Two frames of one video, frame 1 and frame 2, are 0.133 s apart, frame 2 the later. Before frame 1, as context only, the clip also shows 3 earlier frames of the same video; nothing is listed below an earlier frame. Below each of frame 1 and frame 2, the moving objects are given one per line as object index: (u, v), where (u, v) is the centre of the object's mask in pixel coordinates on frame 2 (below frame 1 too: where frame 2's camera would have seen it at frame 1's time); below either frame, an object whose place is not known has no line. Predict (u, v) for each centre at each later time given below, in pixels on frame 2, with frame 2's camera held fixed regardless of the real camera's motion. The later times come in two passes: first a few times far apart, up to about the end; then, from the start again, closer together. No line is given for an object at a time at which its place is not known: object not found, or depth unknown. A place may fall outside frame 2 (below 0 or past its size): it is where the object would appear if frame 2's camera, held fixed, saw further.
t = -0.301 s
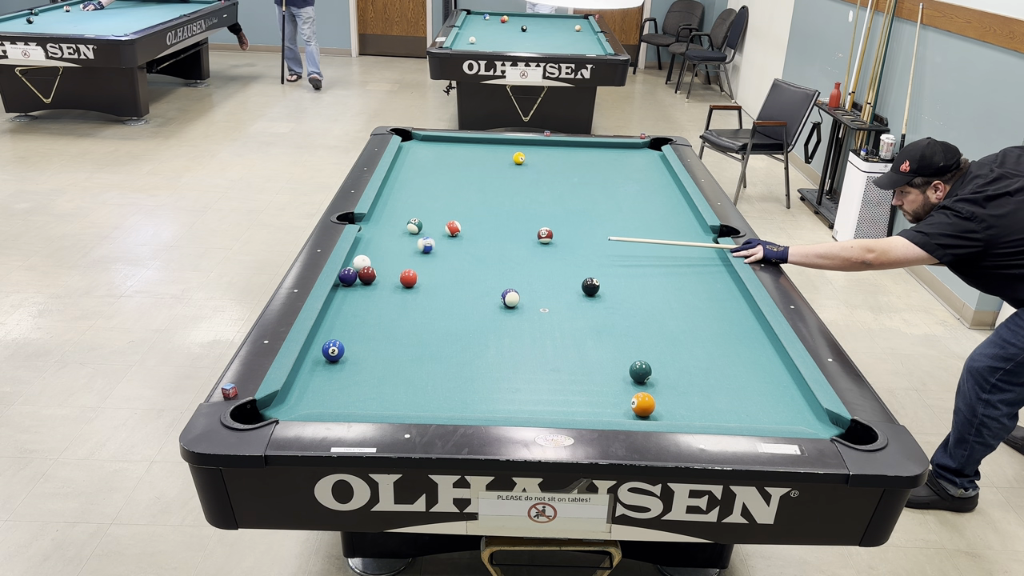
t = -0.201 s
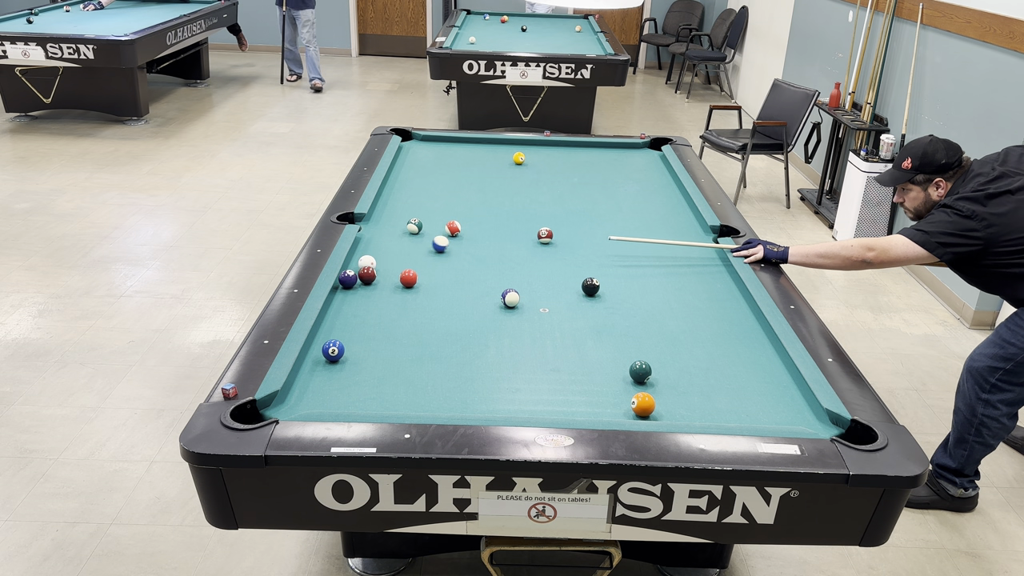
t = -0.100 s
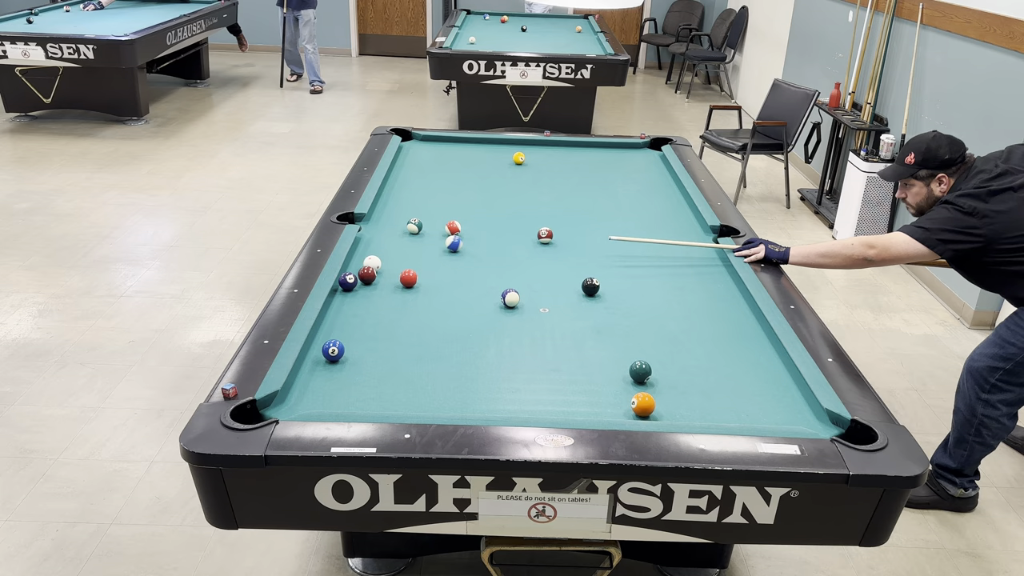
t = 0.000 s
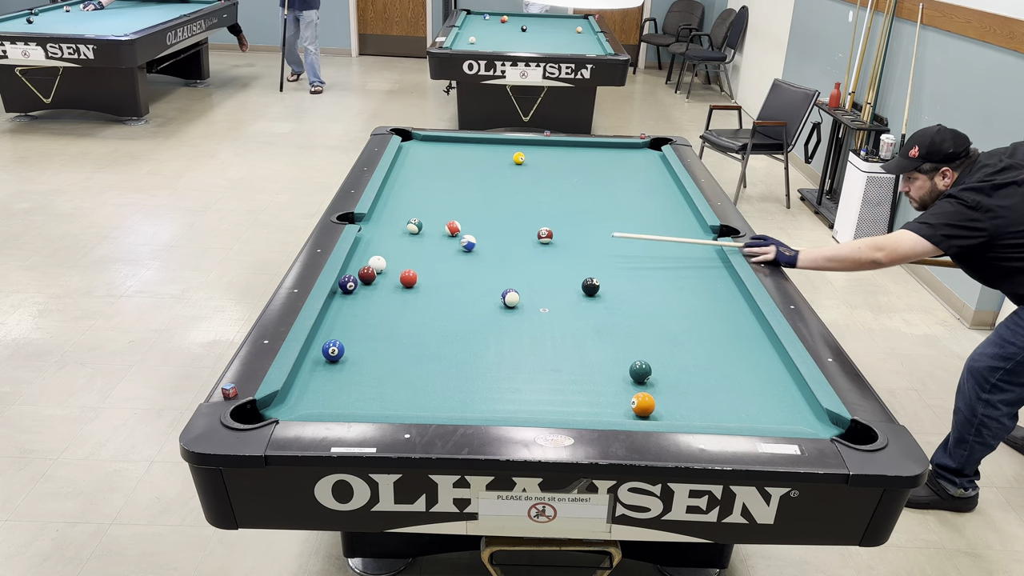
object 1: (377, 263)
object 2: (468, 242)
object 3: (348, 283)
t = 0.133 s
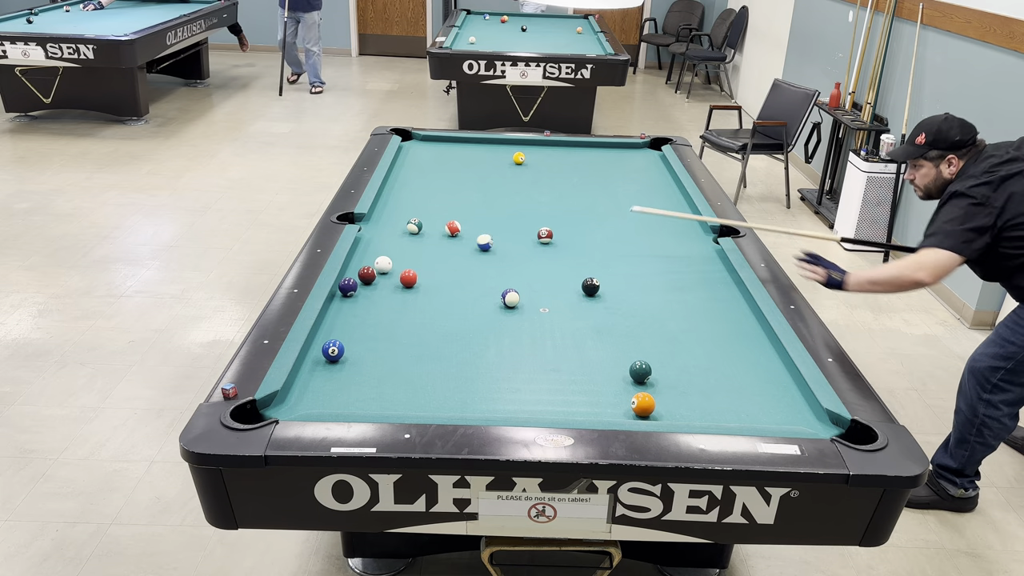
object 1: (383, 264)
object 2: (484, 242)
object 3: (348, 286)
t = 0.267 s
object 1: (389, 264)
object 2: (502, 242)
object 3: (348, 289)
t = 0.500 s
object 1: (398, 264)
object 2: (529, 240)
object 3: (347, 293)
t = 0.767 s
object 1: (407, 264)
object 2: (556, 242)
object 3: (347, 298)
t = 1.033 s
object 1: (414, 264)
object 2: (580, 245)
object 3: (348, 301)
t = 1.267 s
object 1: (419, 265)
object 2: (600, 247)
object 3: (349, 304)
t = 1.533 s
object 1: (423, 265)
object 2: (621, 249)
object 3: (349, 306)
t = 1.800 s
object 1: (426, 264)
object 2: (640, 251)
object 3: (349, 307)
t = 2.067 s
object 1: (426, 264)
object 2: (658, 253)
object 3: (348, 307)
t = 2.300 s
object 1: (426, 264)
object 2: (673, 255)
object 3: (348, 307)
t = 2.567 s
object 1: (426, 264)
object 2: (688, 257)
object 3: (348, 307)
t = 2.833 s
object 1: (426, 265)
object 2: (701, 258)
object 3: (348, 307)
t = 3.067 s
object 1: (426, 264)
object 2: (712, 259)
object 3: (348, 307)
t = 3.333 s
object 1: (426, 264)
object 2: (721, 260)
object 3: (348, 307)
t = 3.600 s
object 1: (426, 265)
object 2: (716, 261)
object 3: (348, 307)
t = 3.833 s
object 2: (714, 261)
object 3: (348, 307)
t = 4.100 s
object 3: (348, 307)
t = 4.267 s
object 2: (713, 261)
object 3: (348, 307)
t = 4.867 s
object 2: (713, 262)
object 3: (348, 307)
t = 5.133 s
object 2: (713, 262)
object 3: (348, 307)
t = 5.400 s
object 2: (713, 262)
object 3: (348, 307)
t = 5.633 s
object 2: (713, 262)
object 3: (348, 307)
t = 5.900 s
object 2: (713, 262)
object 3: (348, 307)
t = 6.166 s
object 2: (713, 262)
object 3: (348, 307)
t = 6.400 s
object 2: (713, 262)
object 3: (348, 307)
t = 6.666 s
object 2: (713, 262)
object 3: (348, 307)
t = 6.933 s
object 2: (713, 262)
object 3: (348, 307)
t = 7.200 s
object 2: (713, 262)
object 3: (348, 307)
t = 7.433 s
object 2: (713, 262)
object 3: (348, 307)
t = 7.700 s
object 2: (713, 262)
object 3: (348, 307)
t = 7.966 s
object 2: (713, 261)
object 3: (348, 307)
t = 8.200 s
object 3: (348, 307)
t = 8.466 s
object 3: (348, 307)
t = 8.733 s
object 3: (348, 307)
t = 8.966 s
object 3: (348, 307)
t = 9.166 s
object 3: (348, 307)
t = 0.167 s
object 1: (384, 264)
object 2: (489, 242)
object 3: (348, 287)
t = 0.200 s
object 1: (386, 264)
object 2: (494, 241)
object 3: (348, 287)
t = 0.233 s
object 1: (388, 264)
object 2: (497, 242)
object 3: (348, 288)
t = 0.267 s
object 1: (389, 264)
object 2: (502, 242)
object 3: (348, 289)
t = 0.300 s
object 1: (390, 264)
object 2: (505, 241)
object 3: (348, 289)
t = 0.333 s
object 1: (392, 264)
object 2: (510, 241)
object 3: (348, 290)
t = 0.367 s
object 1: (393, 265)
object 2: (514, 241)
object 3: (348, 291)
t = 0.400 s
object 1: (394, 265)
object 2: (518, 241)
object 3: (348, 291)
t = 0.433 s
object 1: (395, 265)
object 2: (522, 241)
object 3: (347, 292)
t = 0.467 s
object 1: (397, 265)
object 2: (526, 241)
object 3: (347, 293)
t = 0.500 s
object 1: (398, 264)
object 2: (529, 240)
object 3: (347, 293)
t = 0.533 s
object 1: (399, 264)
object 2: (533, 240)
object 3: (347, 294)
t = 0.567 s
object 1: (400, 264)
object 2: (538, 240)
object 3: (347, 294)
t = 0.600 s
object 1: (401, 264)
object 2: (541, 240)
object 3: (347, 295)
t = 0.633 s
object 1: (402, 264)
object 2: (544, 241)
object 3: (347, 296)
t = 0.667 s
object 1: (403, 264)
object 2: (547, 241)
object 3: (347, 296)
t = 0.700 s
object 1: (404, 263)
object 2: (550, 241)
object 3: (347, 297)
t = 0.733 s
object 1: (406, 263)
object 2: (553, 242)
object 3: (347, 297)
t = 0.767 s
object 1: (407, 264)
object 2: (556, 242)
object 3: (347, 298)
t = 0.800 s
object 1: (408, 263)
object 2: (560, 242)
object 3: (347, 298)
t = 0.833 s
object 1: (408, 263)
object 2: (563, 242)
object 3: (347, 299)
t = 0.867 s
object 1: (410, 263)
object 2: (566, 243)
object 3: (347, 299)
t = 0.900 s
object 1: (411, 263)
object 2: (569, 243)
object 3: (347, 300)
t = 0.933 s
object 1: (412, 263)
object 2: (572, 244)
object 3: (347, 300)
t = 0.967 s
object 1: (413, 263)
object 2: (574, 244)
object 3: (348, 300)
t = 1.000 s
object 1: (413, 264)
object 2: (577, 244)
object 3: (348, 301)
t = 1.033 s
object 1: (414, 264)
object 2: (580, 245)
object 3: (348, 301)
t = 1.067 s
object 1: (415, 264)
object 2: (583, 245)
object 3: (348, 302)
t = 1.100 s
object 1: (416, 264)
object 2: (586, 245)
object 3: (348, 302)
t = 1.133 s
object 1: (417, 264)
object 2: (589, 245)
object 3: (348, 302)
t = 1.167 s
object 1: (417, 264)
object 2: (592, 246)
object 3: (348, 303)
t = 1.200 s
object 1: (418, 264)
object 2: (594, 246)
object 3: (349, 303)
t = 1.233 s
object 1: (419, 265)
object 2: (597, 247)
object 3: (349, 303)
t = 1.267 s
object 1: (419, 265)
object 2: (600, 247)
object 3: (349, 304)
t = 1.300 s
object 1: (420, 265)
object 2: (602, 247)
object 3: (349, 304)
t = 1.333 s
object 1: (420, 265)
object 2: (605, 247)
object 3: (349, 304)
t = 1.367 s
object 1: (420, 265)
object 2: (608, 247)
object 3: (349, 305)
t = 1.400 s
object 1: (421, 265)
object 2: (610, 248)
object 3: (349, 305)
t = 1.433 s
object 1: (422, 265)
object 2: (613, 248)
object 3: (349, 305)
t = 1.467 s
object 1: (422, 265)
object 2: (616, 248)
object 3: (349, 305)
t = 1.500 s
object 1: (423, 265)
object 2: (619, 249)
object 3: (349, 306)
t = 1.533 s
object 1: (423, 265)
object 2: (621, 249)
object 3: (349, 306)
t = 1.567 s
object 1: (423, 265)
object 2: (623, 250)
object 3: (349, 306)
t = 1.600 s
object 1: (424, 265)
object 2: (626, 250)
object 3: (349, 306)
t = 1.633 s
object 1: (424, 265)
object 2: (628, 250)
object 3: (349, 306)
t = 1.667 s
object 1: (425, 265)
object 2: (631, 250)
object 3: (349, 306)
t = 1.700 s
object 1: (425, 265)
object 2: (633, 250)
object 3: (349, 306)
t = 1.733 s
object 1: (425, 265)
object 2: (635, 251)
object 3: (349, 307)
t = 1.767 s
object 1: (425, 264)
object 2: (638, 251)
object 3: (349, 307)
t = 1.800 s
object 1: (426, 264)
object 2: (640, 251)
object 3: (349, 307)
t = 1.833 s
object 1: (426, 265)
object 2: (643, 252)
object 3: (349, 307)
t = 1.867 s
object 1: (426, 264)
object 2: (645, 252)
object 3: (349, 307)
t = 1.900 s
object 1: (426, 265)
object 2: (647, 252)
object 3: (349, 307)
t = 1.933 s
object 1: (426, 264)
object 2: (649, 252)
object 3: (348, 307)
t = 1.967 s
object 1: (426, 264)
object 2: (652, 253)
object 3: (348, 307)
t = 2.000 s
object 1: (426, 264)
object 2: (654, 253)
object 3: (348, 307)
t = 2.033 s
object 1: (426, 264)
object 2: (656, 253)
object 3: (348, 307)
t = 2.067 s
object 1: (426, 264)
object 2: (658, 253)
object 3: (348, 307)
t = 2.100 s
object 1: (426, 264)
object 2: (660, 253)
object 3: (348, 307)
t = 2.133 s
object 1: (426, 264)
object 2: (663, 254)
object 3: (348, 307)
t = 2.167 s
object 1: (426, 264)
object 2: (665, 254)
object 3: (348, 307)
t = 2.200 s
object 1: (426, 264)
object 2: (667, 254)
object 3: (348, 307)
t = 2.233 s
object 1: (426, 264)
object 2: (669, 254)
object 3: (348, 307)
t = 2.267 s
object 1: (426, 264)
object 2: (671, 255)
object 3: (348, 307)
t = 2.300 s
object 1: (426, 264)
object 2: (673, 255)
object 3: (348, 307)
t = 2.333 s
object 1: (426, 264)
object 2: (675, 255)
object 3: (348, 307)
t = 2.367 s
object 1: (426, 264)
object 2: (677, 256)
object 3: (348, 307)
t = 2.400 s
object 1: (426, 264)
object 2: (679, 256)
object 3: (348, 307)
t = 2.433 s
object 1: (426, 264)
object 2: (680, 256)
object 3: (348, 307)
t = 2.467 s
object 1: (426, 264)
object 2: (682, 256)
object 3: (348, 307)
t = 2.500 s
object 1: (426, 264)
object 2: (684, 256)
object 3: (348, 307)
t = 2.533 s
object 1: (426, 264)
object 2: (686, 256)
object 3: (348, 307)
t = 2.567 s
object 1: (426, 264)
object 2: (688, 257)
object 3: (348, 307)
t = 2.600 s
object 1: (426, 264)
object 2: (690, 257)
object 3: (348, 307)
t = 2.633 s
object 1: (426, 264)
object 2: (692, 257)
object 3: (348, 307)
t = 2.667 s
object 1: (426, 264)
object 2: (693, 257)
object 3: (348, 307)
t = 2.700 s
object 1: (426, 264)
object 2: (695, 258)
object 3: (348, 307)
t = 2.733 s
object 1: (426, 264)
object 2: (697, 258)
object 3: (348, 307)
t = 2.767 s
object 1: (426, 264)
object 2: (698, 258)
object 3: (348, 307)
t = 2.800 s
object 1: (426, 265)
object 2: (700, 258)
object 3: (348, 307)
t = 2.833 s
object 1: (426, 265)
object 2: (701, 258)
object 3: (348, 307)
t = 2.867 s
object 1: (426, 264)
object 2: (703, 258)
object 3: (348, 307)
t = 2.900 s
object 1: (426, 264)
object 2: (705, 259)
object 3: (348, 307)
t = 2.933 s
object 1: (426, 265)
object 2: (706, 259)
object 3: (348, 307)
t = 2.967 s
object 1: (426, 265)
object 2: (707, 259)
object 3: (348, 307)
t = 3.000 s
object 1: (426, 265)
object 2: (709, 259)
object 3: (348, 307)
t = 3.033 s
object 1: (426, 265)
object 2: (710, 259)
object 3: (348, 307)
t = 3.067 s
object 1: (426, 264)
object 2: (712, 259)
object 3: (348, 307)
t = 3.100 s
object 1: (426, 264)
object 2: (713, 259)
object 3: (348, 307)
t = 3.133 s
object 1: (426, 264)
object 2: (714, 260)
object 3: (348, 307)
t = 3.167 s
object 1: (426, 264)
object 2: (716, 260)
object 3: (348, 307)
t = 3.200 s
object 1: (426, 264)
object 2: (717, 260)
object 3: (348, 307)
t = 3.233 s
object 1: (426, 264)
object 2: (718, 260)
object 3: (348, 307)
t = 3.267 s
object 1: (426, 265)
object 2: (720, 260)
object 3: (348, 307)
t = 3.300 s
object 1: (426, 264)
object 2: (721, 260)
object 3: (348, 307)
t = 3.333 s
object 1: (426, 264)
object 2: (721, 260)
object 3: (348, 307)
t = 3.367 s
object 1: (426, 264)
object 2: (720, 260)
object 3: (348, 307)
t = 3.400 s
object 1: (426, 265)
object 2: (720, 260)
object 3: (348, 307)
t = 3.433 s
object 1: (426, 264)
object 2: (719, 260)
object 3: (348, 307)
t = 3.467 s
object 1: (426, 264)
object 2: (719, 260)
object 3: (348, 307)
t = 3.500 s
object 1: (426, 265)
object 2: (718, 261)
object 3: (348, 307)
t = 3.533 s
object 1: (426, 264)
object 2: (717, 261)
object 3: (348, 307)
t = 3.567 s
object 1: (426, 264)
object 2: (717, 261)
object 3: (348, 307)
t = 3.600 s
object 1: (426, 265)
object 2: (716, 261)
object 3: (348, 307)
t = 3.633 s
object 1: (426, 265)
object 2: (716, 261)
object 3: (348, 307)
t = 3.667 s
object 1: (426, 265)
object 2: (716, 261)
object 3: (348, 307)
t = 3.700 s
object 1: (426, 264)
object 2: (715, 261)
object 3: (348, 307)
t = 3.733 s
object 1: (426, 265)
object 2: (715, 261)
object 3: (348, 307)
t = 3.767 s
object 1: (426, 265)
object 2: (715, 261)
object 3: (348, 307)
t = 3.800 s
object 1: (426, 265)
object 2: (714, 261)
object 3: (348, 307)
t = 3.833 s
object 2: (714, 261)
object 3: (348, 307)
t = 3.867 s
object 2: (714, 261)
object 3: (348, 307)
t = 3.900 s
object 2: (714, 261)
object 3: (348, 307)
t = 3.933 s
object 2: (713, 261)
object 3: (348, 307)
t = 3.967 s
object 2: (713, 261)
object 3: (348, 307)
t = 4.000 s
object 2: (713, 261)
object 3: (348, 307)
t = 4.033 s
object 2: (708, 261)
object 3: (348, 307)
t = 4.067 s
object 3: (348, 307)
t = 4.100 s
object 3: (348, 307)
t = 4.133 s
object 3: (348, 307)
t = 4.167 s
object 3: (348, 307)
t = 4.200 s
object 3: (348, 307)
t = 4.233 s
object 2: (713, 260)
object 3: (348, 307)
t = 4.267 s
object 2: (713, 261)
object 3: (348, 307)
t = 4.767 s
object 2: (713, 262)
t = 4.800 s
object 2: (713, 262)
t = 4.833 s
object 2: (713, 262)
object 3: (349, 307)
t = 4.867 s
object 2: (713, 262)
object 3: (348, 307)
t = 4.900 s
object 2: (713, 262)
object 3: (349, 307)
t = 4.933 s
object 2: (713, 262)
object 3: (348, 307)
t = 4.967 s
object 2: (713, 262)
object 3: (348, 307)
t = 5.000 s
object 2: (713, 262)
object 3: (348, 307)
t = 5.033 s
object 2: (713, 262)
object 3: (348, 307)
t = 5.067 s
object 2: (713, 262)
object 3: (348, 307)
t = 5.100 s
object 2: (713, 262)
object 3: (348, 307)
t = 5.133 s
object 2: (713, 262)
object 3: (348, 307)
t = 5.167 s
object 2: (713, 262)
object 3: (348, 307)
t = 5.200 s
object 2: (713, 262)
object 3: (348, 307)
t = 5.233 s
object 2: (713, 262)
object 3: (348, 307)
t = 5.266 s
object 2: (713, 262)
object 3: (348, 307)
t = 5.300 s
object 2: (713, 262)
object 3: (348, 307)
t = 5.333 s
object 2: (713, 262)
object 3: (348, 307)
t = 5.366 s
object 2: (713, 262)
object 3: (348, 307)
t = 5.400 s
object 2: (713, 262)
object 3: (348, 307)
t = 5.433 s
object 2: (713, 262)
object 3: (348, 307)
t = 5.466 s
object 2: (713, 262)
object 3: (348, 307)
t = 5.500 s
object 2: (713, 262)
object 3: (348, 307)
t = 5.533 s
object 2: (713, 262)
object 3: (348, 307)
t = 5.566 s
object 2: (713, 262)
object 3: (348, 307)
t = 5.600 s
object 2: (713, 262)
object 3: (348, 307)
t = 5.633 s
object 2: (713, 262)
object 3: (348, 307)
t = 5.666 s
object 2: (713, 262)
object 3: (348, 307)
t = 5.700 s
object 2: (713, 262)
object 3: (348, 307)
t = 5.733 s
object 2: (713, 262)
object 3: (348, 307)
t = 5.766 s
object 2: (713, 262)
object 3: (348, 307)
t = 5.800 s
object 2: (713, 262)
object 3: (348, 307)
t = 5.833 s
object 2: (713, 262)
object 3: (348, 307)
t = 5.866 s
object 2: (713, 262)
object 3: (348, 307)
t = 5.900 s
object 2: (713, 262)
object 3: (348, 307)
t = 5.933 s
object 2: (713, 262)
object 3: (348, 307)
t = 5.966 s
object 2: (713, 262)
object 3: (348, 307)
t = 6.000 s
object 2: (713, 262)
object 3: (348, 307)
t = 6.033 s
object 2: (713, 262)
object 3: (348, 307)
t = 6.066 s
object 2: (713, 262)
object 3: (348, 307)
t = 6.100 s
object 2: (713, 262)
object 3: (348, 307)
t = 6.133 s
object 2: (713, 262)
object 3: (348, 307)
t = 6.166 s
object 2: (713, 262)
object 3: (348, 307)
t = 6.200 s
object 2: (713, 262)
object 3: (348, 307)
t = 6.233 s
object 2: (713, 262)
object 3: (348, 307)
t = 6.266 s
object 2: (713, 262)
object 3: (348, 307)
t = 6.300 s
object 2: (713, 262)
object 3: (348, 307)
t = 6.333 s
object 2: (713, 262)
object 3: (348, 307)
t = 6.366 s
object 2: (713, 262)
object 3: (348, 307)
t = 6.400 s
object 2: (713, 262)
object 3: (348, 307)
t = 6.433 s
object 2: (713, 262)
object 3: (348, 307)
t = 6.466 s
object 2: (713, 262)
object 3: (348, 307)
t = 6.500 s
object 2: (713, 262)
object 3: (348, 307)
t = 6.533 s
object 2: (713, 262)
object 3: (348, 307)
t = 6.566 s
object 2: (713, 262)
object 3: (348, 307)
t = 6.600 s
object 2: (713, 262)
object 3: (348, 307)
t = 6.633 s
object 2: (713, 262)
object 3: (348, 307)
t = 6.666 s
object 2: (713, 262)
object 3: (348, 307)
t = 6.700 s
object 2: (713, 262)
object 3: (348, 307)
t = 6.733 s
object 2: (713, 261)
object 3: (348, 307)
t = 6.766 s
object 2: (713, 261)
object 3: (348, 307)
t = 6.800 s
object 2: (713, 261)
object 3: (348, 307)
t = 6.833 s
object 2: (713, 262)
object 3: (348, 307)
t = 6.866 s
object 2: (713, 261)
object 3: (348, 307)
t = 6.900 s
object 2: (713, 261)
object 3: (348, 307)
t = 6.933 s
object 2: (713, 262)
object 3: (348, 307)
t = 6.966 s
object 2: (713, 261)
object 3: (348, 307)
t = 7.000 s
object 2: (713, 261)
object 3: (348, 307)
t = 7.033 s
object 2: (713, 262)
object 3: (348, 307)
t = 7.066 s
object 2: (713, 262)
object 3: (348, 307)
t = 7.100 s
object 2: (713, 262)
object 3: (348, 307)
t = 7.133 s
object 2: (713, 262)
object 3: (348, 307)
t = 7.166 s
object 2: (713, 262)
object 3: (348, 307)
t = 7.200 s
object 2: (713, 262)
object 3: (348, 307)
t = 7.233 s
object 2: (713, 262)
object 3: (348, 307)
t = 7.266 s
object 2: (713, 262)
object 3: (348, 307)
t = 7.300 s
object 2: (713, 262)
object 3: (348, 307)
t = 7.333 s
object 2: (713, 262)
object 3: (348, 307)
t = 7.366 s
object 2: (713, 262)
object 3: (348, 307)
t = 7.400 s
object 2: (713, 262)
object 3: (348, 307)
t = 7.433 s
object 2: (713, 262)
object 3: (348, 307)
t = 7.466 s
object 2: (713, 262)
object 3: (348, 307)
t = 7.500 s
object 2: (713, 262)
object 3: (348, 307)
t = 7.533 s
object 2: (713, 262)
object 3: (348, 307)
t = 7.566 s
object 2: (713, 262)
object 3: (348, 307)
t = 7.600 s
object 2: (713, 261)
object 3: (348, 307)
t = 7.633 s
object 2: (713, 262)
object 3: (348, 307)
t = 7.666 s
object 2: (713, 261)
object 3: (348, 307)
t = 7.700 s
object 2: (713, 262)
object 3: (348, 307)
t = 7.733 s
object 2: (713, 262)
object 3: (348, 307)
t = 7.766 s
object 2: (713, 262)
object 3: (348, 307)
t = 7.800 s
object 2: (713, 262)
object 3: (348, 307)
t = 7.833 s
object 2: (713, 262)
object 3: (348, 307)
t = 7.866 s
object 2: (713, 262)
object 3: (348, 307)
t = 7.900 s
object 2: (713, 262)
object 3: (348, 307)
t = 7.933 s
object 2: (713, 262)
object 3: (348, 307)
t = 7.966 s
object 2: (713, 261)
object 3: (348, 307)
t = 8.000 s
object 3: (348, 307)
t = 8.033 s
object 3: (348, 307)
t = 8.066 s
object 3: (348, 307)
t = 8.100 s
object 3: (348, 307)
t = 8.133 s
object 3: (348, 307)
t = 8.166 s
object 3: (348, 307)
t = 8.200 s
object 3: (348, 307)
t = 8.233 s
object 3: (348, 307)
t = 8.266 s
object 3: (348, 307)
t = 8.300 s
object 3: (348, 307)
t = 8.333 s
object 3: (348, 307)
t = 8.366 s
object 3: (348, 307)
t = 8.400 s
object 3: (348, 307)
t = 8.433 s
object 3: (348, 307)
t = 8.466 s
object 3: (348, 307)
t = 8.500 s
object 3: (348, 307)
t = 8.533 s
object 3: (348, 307)
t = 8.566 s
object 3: (348, 307)
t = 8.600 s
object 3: (348, 307)
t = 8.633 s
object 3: (348, 307)
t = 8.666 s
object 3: (348, 307)
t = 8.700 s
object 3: (348, 307)
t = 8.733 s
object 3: (348, 307)
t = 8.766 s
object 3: (348, 307)
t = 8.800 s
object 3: (348, 307)
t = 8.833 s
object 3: (348, 307)
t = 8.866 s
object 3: (348, 307)
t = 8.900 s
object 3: (348, 307)
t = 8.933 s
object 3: (348, 307)
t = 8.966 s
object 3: (348, 307)
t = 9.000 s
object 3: (348, 307)
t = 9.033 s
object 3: (348, 307)
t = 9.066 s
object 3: (348, 307)
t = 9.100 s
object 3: (348, 307)
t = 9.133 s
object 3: (348, 307)
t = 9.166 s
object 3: (348, 307)
